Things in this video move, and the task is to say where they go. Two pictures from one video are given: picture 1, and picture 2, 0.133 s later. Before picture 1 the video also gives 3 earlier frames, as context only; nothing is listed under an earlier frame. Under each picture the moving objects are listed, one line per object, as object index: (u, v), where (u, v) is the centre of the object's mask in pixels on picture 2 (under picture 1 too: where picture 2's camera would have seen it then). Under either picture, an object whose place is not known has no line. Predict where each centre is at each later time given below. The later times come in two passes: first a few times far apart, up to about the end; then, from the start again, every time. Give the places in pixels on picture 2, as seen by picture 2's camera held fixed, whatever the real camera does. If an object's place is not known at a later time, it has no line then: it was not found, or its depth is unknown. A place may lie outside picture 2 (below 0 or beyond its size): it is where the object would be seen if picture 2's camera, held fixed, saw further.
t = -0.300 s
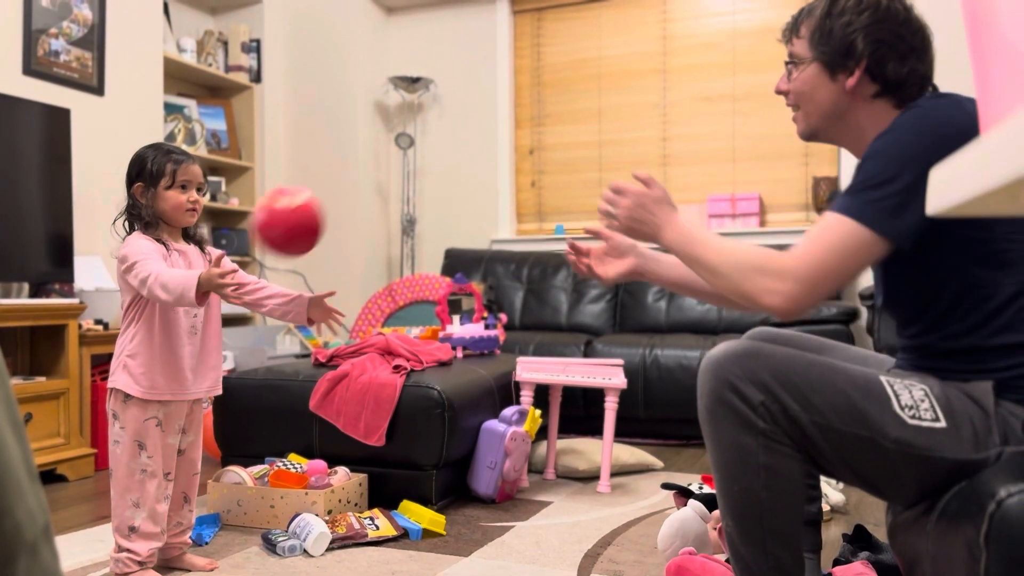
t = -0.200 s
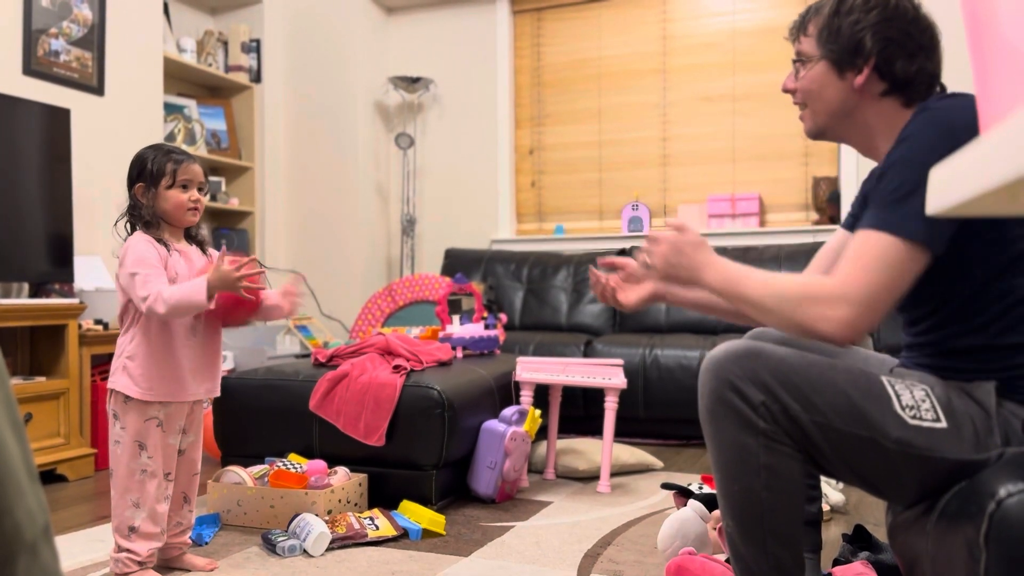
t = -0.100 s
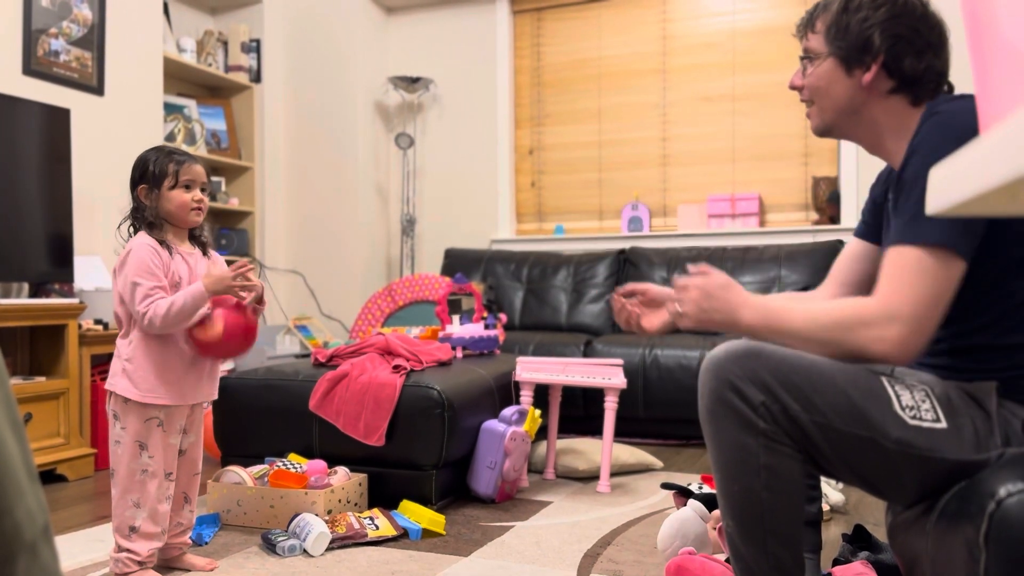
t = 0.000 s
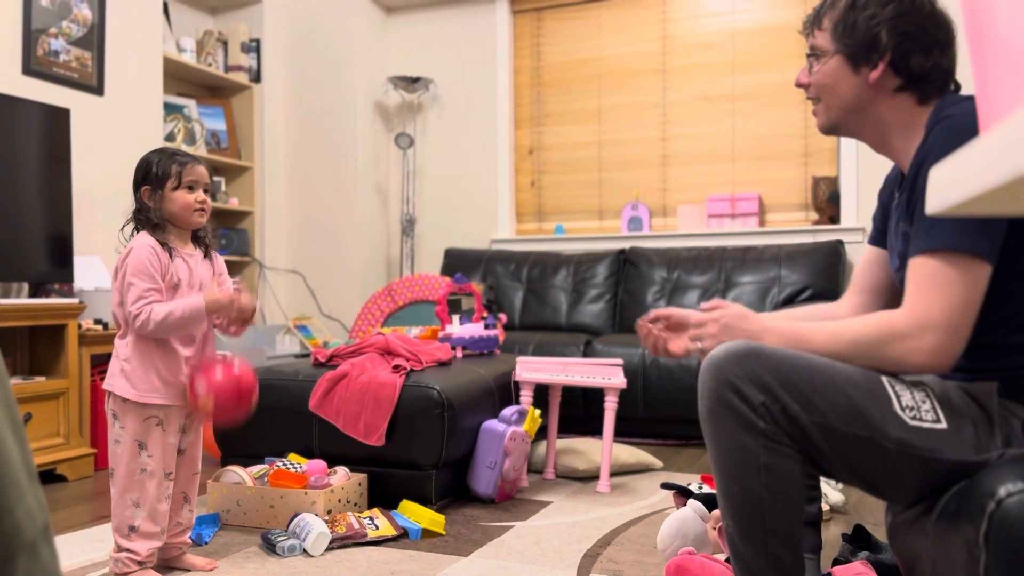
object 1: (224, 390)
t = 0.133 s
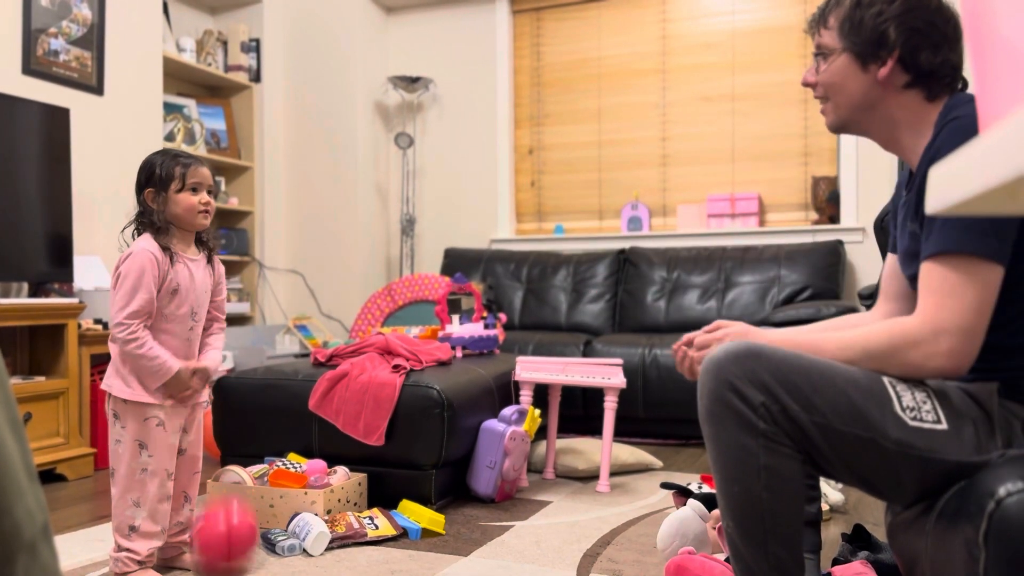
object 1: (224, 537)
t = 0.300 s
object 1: (245, 448)
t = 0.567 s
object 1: (279, 523)
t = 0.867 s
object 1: (326, 522)
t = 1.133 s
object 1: (367, 537)
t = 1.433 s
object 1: (409, 537)
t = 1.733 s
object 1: (442, 540)
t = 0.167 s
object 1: (228, 522)
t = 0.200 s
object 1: (232, 497)
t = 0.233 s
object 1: (237, 476)
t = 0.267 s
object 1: (241, 459)
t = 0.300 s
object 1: (245, 448)
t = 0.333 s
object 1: (250, 441)
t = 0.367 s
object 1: (253, 439)
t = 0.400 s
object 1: (257, 441)
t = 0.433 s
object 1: (261, 447)
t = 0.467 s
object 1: (265, 458)
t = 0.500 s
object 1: (269, 473)
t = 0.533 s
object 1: (274, 495)
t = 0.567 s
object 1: (279, 523)
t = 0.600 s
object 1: (282, 538)
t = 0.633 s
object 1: (288, 520)
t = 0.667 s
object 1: (294, 505)
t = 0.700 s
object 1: (300, 495)
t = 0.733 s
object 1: (304, 492)
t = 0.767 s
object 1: (309, 492)
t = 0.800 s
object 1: (315, 497)
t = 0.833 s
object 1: (320, 507)
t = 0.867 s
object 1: (326, 522)
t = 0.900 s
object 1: (331, 539)
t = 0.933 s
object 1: (336, 527)
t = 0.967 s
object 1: (341, 519)
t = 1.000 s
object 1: (346, 515)
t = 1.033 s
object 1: (351, 515)
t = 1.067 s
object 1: (356, 520)
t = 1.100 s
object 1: (362, 530)
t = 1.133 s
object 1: (367, 537)
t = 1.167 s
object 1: (372, 529)
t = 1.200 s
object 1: (376, 527)
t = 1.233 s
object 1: (382, 529)
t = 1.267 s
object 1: (387, 536)
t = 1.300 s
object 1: (391, 537)
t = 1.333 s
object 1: (396, 534)
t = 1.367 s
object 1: (400, 536)
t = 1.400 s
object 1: (404, 539)
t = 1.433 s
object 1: (409, 537)
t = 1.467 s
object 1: (413, 540)
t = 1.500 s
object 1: (417, 539)
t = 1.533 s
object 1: (421, 540)
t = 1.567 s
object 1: (425, 540)
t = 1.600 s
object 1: (429, 540)
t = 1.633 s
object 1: (433, 540)
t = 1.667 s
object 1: (436, 540)
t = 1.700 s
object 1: (439, 540)
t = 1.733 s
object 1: (442, 540)
